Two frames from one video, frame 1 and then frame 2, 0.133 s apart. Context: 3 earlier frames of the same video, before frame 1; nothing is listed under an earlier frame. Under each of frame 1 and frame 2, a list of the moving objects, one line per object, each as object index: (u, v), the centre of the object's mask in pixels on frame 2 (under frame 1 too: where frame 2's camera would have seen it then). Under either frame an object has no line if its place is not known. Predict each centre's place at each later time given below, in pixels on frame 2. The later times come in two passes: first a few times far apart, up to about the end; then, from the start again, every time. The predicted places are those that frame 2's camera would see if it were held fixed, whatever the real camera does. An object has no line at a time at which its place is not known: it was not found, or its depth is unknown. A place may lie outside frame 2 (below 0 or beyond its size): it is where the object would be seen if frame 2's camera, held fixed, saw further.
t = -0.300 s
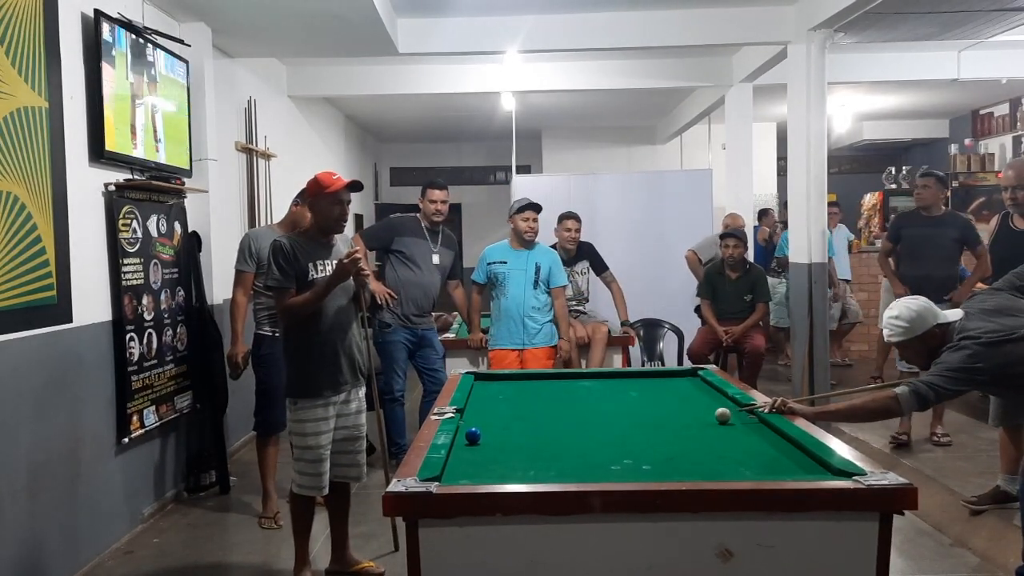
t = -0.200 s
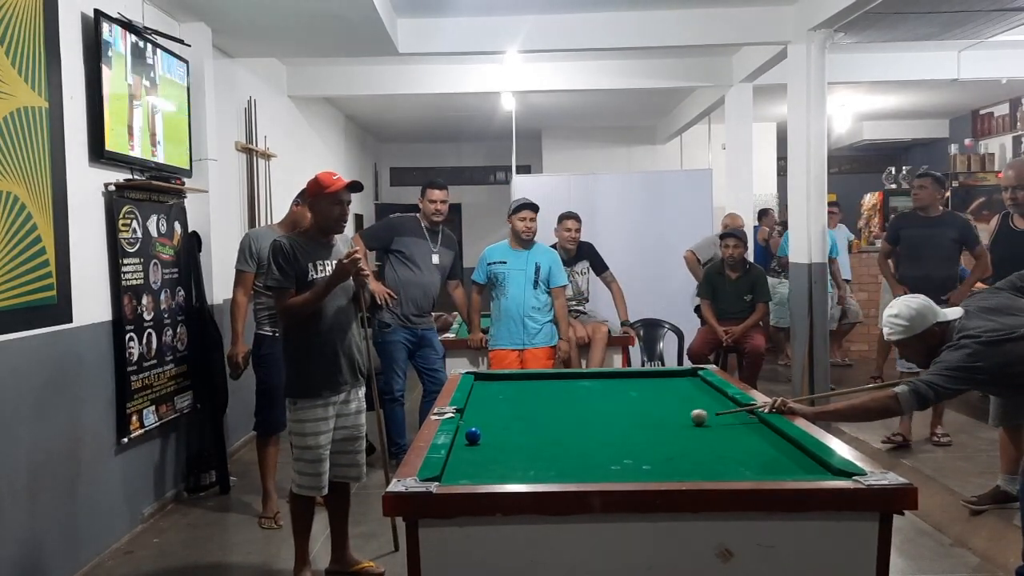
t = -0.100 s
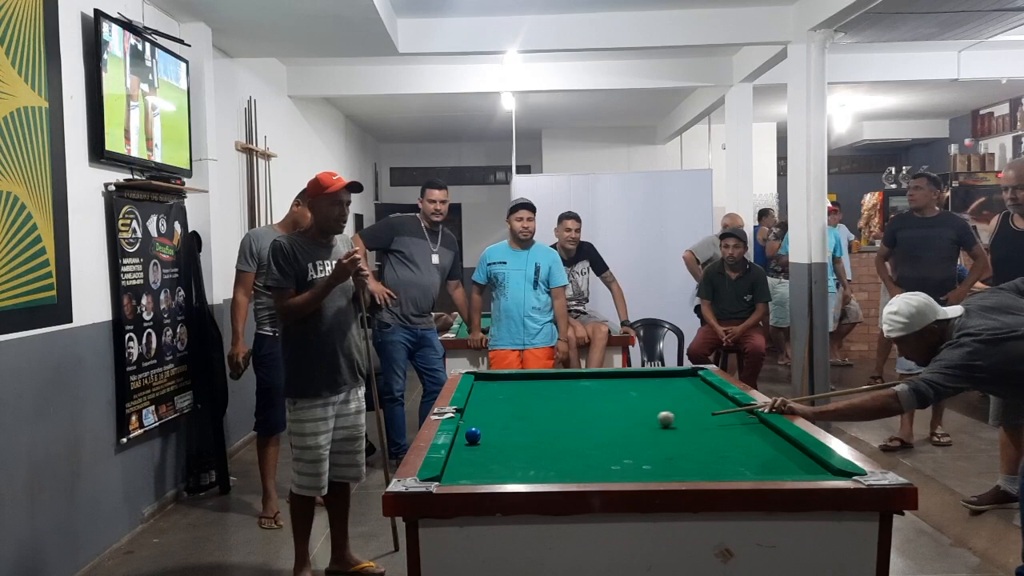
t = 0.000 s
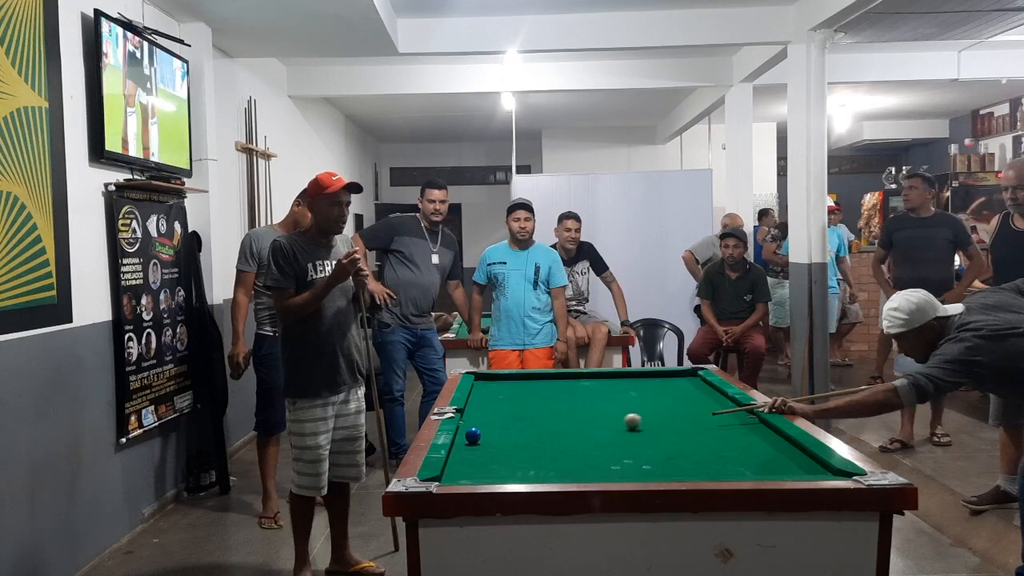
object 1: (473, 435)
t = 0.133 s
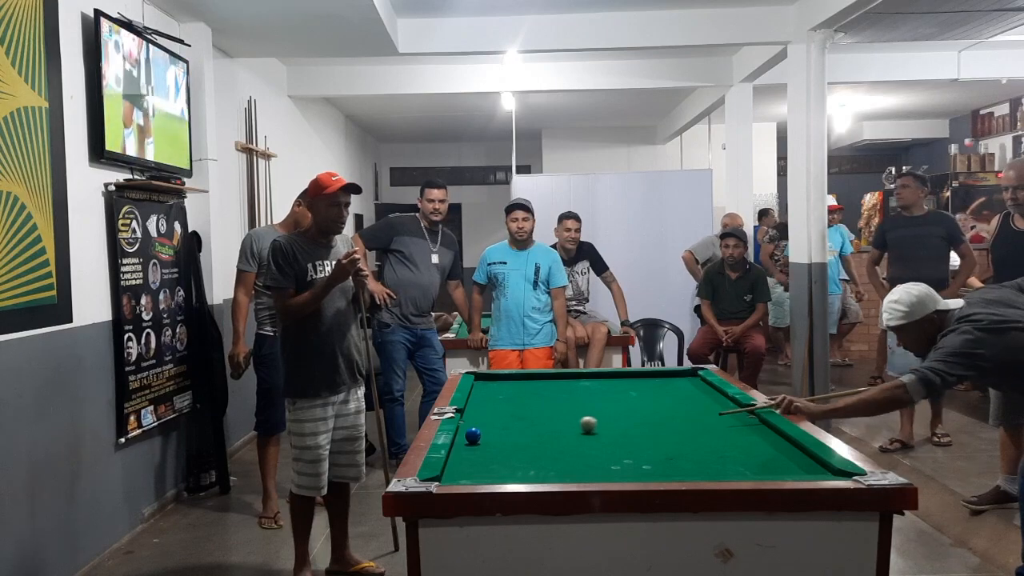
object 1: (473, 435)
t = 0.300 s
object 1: (473, 435)
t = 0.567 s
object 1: (462, 440)
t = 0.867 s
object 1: (477, 446)
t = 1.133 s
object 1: (490, 452)
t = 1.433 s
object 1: (505, 458)
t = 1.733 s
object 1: (518, 464)
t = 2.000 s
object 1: (529, 468)
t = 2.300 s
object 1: (539, 471)
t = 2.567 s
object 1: (547, 473)
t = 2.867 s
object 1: (554, 474)
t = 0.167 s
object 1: (473, 435)
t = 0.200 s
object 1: (473, 435)
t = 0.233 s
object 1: (473, 435)
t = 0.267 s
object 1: (473, 435)
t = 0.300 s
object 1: (473, 435)
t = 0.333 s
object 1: (473, 435)
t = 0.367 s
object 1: (473, 435)
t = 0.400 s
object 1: (473, 435)
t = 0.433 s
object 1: (473, 435)
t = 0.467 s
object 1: (470, 436)
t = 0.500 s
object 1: (465, 437)
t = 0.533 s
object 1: (461, 439)
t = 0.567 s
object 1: (462, 440)
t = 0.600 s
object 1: (464, 440)
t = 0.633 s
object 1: (466, 441)
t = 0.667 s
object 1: (467, 442)
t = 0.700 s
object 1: (469, 443)
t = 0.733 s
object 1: (470, 443)
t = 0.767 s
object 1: (472, 444)
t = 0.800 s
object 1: (474, 445)
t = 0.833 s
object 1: (475, 446)
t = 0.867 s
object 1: (477, 446)
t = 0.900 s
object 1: (479, 447)
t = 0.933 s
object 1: (480, 448)
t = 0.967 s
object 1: (482, 449)
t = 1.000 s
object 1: (483, 449)
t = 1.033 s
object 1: (485, 450)
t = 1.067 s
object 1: (487, 451)
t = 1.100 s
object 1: (488, 451)
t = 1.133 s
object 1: (490, 452)
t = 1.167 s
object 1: (492, 453)
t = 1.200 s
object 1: (493, 454)
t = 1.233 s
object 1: (495, 454)
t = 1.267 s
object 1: (497, 455)
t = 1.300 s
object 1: (498, 456)
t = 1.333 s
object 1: (500, 456)
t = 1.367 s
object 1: (501, 457)
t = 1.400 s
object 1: (503, 458)
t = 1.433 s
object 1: (505, 458)
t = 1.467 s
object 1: (506, 459)
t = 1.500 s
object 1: (508, 460)
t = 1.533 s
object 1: (509, 460)
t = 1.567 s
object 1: (511, 461)
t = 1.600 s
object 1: (512, 461)
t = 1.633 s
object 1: (513, 462)
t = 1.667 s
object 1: (515, 463)
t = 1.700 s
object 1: (516, 463)
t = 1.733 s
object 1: (518, 464)
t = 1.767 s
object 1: (519, 464)
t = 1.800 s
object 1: (521, 465)
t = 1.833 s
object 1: (522, 466)
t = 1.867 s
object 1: (523, 466)
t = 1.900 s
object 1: (525, 466)
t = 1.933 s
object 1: (526, 467)
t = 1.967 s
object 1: (527, 468)
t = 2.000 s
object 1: (529, 468)
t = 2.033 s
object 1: (530, 468)
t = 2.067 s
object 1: (531, 469)
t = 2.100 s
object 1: (532, 469)
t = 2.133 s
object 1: (534, 470)
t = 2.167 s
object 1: (535, 470)
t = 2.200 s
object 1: (536, 470)
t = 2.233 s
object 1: (537, 471)
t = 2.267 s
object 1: (538, 471)
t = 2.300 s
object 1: (539, 471)
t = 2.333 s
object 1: (540, 471)
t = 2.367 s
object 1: (541, 472)
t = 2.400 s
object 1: (542, 472)
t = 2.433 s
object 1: (543, 472)
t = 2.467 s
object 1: (544, 472)
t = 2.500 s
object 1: (545, 473)
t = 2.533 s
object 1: (546, 473)
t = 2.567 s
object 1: (547, 473)
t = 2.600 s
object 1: (548, 473)
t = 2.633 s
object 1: (549, 473)
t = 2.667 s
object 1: (549, 473)
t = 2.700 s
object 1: (550, 473)
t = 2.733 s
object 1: (551, 474)
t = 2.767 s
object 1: (552, 473)
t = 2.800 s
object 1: (553, 473)
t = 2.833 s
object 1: (553, 474)
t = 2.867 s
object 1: (554, 474)
